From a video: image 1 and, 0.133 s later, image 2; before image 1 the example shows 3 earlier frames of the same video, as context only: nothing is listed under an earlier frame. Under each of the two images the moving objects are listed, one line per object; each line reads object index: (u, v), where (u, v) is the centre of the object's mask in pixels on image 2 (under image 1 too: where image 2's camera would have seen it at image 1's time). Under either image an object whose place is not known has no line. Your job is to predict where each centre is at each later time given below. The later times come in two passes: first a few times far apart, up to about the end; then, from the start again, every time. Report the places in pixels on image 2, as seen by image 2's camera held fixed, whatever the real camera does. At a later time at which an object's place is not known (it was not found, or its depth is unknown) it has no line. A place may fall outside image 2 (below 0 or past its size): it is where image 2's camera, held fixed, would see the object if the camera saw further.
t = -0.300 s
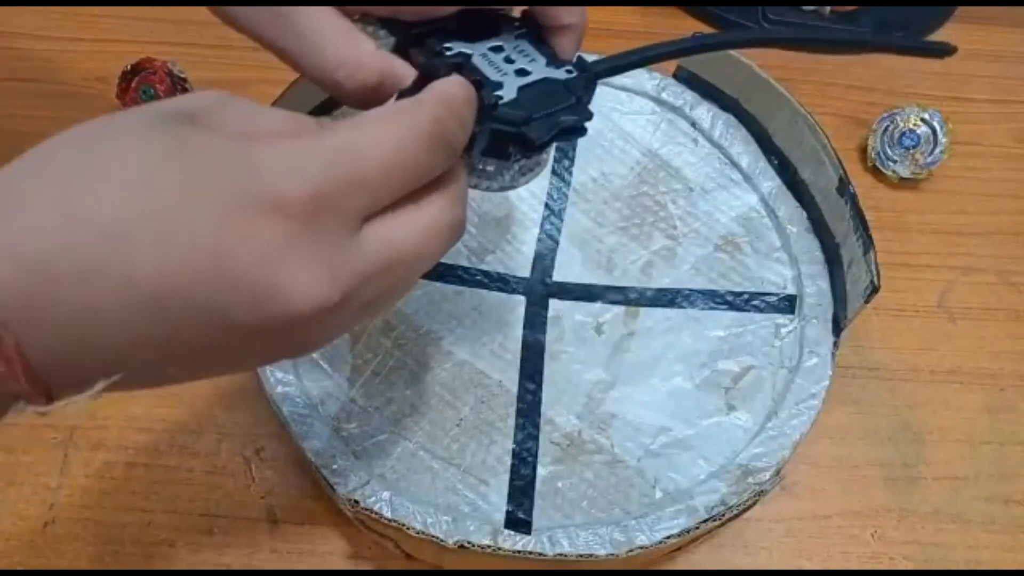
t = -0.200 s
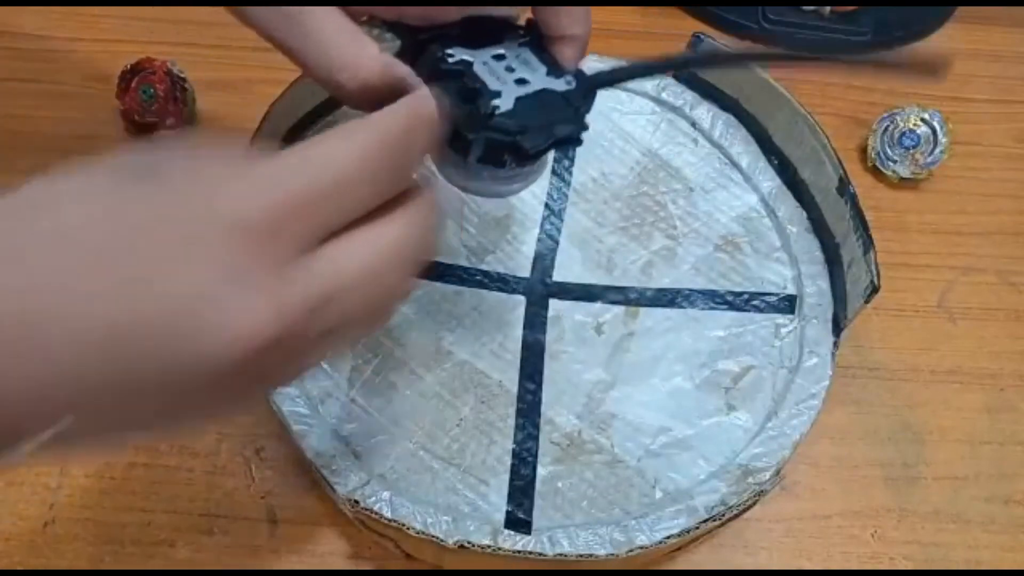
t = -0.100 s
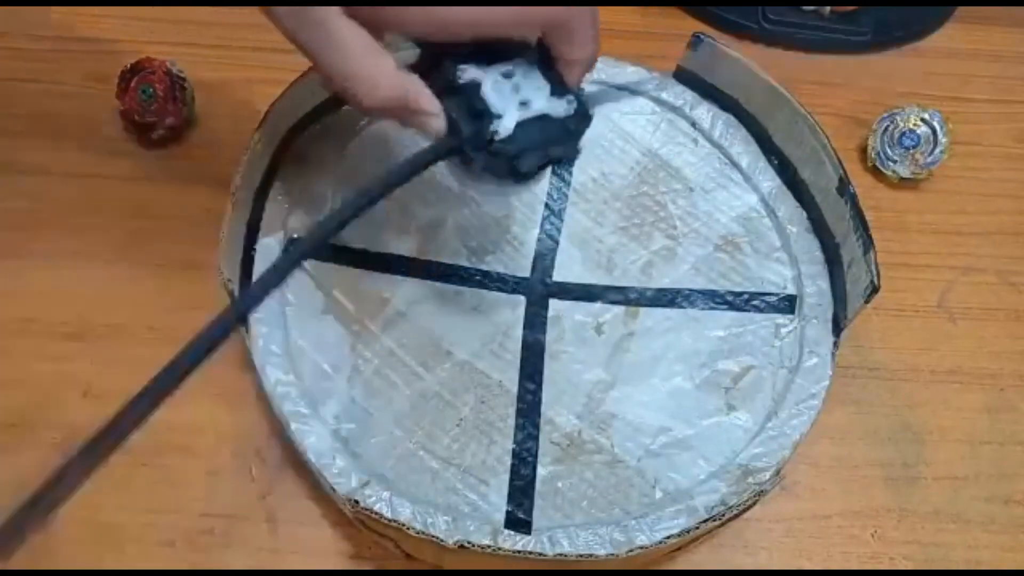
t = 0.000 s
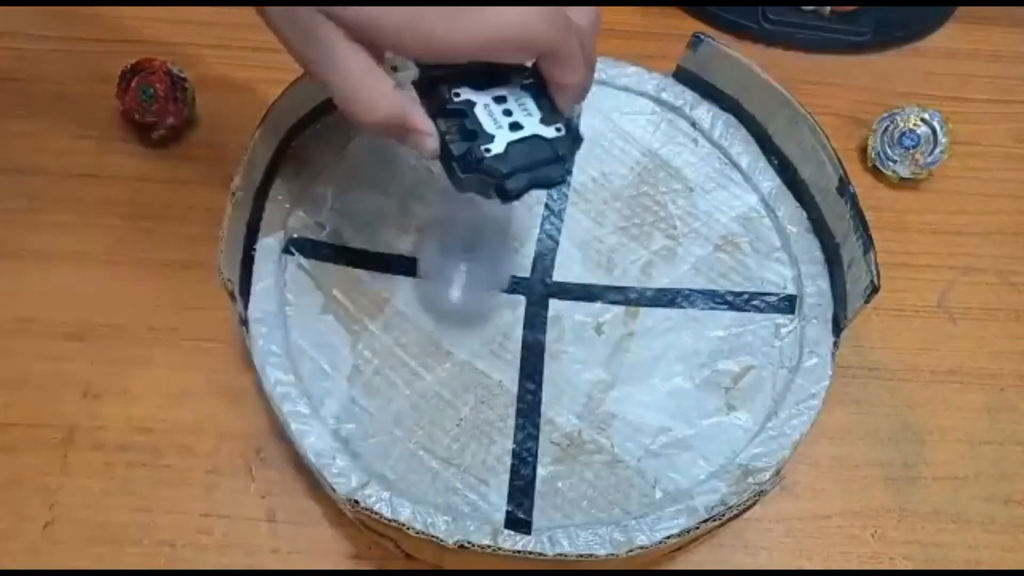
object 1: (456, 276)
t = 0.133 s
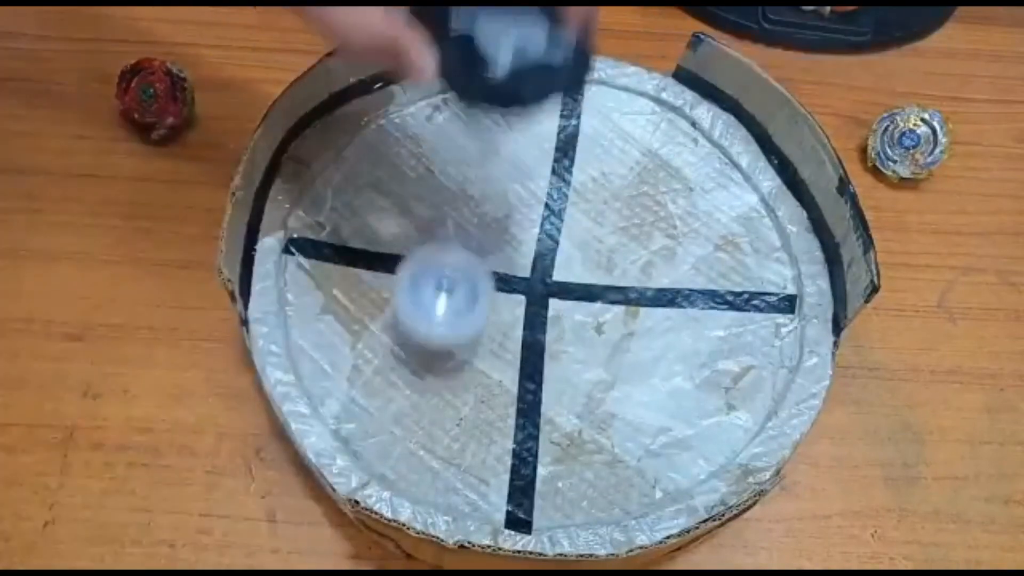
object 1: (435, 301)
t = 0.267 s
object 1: (437, 347)
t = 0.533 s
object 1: (572, 329)
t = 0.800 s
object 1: (619, 222)
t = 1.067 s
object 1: (510, 196)
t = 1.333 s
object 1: (539, 293)
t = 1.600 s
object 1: (620, 265)
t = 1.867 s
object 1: (564, 244)
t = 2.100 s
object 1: (566, 292)
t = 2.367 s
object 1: (595, 279)
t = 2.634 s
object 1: (561, 265)
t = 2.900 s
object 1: (564, 285)
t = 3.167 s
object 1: (549, 261)
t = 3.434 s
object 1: (560, 261)
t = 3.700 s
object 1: (514, 257)
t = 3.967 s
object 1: (515, 250)
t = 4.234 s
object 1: (550, 270)
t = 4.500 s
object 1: (549, 247)
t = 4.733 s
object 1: (576, 270)
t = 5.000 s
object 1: (564, 258)
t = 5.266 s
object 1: (567, 258)
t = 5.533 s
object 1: (565, 258)
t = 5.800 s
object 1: (564, 258)
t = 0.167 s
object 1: (431, 332)
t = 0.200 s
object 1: (432, 331)
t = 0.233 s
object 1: (433, 338)
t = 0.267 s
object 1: (437, 347)
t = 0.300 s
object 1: (446, 353)
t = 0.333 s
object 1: (461, 357)
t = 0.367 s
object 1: (476, 358)
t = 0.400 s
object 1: (499, 358)
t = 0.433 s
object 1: (517, 354)
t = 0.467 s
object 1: (537, 348)
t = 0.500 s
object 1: (555, 339)
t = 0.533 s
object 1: (572, 329)
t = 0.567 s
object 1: (591, 321)
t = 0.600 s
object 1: (609, 310)
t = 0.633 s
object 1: (620, 297)
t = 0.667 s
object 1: (628, 283)
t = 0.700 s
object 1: (632, 266)
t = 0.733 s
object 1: (631, 252)
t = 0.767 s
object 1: (627, 238)
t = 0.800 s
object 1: (619, 222)
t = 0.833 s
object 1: (609, 208)
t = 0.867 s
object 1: (593, 195)
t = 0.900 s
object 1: (580, 183)
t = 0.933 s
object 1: (560, 182)
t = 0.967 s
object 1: (544, 182)
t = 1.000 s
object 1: (530, 183)
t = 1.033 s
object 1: (520, 189)
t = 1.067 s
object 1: (510, 196)
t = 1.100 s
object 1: (501, 207)
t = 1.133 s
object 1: (495, 222)
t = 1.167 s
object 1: (493, 236)
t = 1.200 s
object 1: (499, 250)
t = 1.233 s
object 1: (508, 264)
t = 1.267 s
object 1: (515, 277)
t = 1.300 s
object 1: (526, 288)
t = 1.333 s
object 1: (539, 293)
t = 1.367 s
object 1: (552, 295)
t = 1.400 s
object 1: (567, 296)
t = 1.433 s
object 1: (582, 293)
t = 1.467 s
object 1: (595, 289)
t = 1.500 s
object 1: (606, 284)
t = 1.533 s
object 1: (614, 278)
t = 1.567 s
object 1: (619, 271)
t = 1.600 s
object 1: (620, 265)
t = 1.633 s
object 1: (619, 259)
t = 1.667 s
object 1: (616, 253)
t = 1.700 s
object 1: (610, 248)
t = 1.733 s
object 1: (600, 246)
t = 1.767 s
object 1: (588, 243)
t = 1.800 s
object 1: (577, 243)
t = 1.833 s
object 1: (570, 244)
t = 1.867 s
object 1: (564, 244)
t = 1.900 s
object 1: (555, 246)
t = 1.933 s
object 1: (549, 251)
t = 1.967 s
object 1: (545, 259)
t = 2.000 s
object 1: (545, 269)
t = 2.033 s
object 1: (550, 281)
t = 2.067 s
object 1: (557, 288)
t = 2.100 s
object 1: (566, 292)
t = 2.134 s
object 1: (575, 293)
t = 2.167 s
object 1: (583, 291)
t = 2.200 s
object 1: (588, 290)
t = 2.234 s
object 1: (593, 290)
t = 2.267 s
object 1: (595, 287)
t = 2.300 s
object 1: (595, 284)
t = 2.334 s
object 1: (595, 281)
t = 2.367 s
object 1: (595, 279)
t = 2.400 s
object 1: (594, 276)
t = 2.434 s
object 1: (591, 274)
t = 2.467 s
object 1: (583, 270)
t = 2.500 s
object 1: (578, 268)
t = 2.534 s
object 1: (576, 266)
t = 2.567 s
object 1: (571, 266)
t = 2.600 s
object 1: (567, 265)
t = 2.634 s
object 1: (561, 265)
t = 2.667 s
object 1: (553, 266)
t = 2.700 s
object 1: (548, 267)
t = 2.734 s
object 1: (546, 271)
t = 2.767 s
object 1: (546, 277)
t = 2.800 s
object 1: (550, 282)
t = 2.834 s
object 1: (555, 285)
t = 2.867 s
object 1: (560, 286)
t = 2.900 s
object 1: (564, 285)
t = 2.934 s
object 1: (566, 283)
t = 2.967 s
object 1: (566, 280)
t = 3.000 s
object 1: (564, 277)
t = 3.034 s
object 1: (562, 273)
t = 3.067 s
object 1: (559, 268)
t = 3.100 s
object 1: (556, 264)
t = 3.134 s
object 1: (553, 262)
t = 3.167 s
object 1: (549, 261)
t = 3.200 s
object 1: (547, 264)
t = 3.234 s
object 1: (545, 267)
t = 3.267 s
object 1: (546, 271)
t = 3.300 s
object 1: (548, 274)
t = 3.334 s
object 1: (552, 276)
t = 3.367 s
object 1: (557, 273)
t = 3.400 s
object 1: (560, 267)
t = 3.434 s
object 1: (560, 261)
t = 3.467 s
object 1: (555, 254)
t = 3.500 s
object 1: (544, 252)
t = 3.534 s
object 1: (535, 252)
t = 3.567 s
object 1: (527, 251)
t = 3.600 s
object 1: (521, 249)
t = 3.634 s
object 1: (514, 251)
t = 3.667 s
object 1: (511, 254)
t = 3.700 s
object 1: (514, 257)
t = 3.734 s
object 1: (522, 261)
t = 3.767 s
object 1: (527, 262)
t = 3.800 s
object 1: (528, 262)
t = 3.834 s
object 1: (528, 260)
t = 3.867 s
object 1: (528, 255)
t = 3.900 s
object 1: (525, 250)
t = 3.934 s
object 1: (520, 247)
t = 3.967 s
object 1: (515, 250)
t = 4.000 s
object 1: (512, 255)
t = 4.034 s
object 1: (515, 260)
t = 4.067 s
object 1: (521, 266)
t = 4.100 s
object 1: (527, 270)
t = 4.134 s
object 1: (531, 270)
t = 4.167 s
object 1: (537, 269)
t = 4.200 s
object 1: (543, 269)
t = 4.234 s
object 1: (550, 270)
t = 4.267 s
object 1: (557, 268)
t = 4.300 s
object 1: (563, 265)
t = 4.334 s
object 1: (564, 261)
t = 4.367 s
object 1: (567, 258)
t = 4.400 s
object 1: (567, 254)
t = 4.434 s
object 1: (561, 248)
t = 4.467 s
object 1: (554, 245)
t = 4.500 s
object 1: (549, 247)
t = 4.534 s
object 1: (546, 252)
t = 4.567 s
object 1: (546, 260)
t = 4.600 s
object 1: (549, 267)
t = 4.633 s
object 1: (554, 273)
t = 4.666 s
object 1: (562, 275)
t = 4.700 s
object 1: (570, 273)
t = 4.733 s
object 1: (576, 270)
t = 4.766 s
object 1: (580, 267)
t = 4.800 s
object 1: (581, 264)
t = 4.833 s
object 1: (581, 263)
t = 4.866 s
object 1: (578, 262)
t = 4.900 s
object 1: (574, 262)
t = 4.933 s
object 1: (568, 260)
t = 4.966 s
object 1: (564, 259)
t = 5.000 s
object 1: (564, 258)
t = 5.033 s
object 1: (565, 258)
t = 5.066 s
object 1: (567, 258)
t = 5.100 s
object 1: (567, 258)
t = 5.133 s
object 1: (567, 258)
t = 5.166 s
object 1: (567, 258)
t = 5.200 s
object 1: (567, 258)
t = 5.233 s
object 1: (567, 258)
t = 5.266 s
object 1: (567, 258)
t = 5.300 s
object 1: (567, 258)
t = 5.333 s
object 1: (567, 258)
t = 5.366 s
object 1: (567, 258)
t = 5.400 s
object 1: (566, 257)
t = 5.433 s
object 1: (564, 257)
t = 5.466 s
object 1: (564, 258)
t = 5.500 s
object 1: (564, 258)
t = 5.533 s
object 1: (565, 258)
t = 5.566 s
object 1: (566, 258)
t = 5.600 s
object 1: (566, 257)
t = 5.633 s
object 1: (565, 256)
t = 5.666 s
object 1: (564, 256)
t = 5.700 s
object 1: (564, 256)
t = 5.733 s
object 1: (564, 256)
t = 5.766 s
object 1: (564, 256)
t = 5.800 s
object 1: (564, 258)
